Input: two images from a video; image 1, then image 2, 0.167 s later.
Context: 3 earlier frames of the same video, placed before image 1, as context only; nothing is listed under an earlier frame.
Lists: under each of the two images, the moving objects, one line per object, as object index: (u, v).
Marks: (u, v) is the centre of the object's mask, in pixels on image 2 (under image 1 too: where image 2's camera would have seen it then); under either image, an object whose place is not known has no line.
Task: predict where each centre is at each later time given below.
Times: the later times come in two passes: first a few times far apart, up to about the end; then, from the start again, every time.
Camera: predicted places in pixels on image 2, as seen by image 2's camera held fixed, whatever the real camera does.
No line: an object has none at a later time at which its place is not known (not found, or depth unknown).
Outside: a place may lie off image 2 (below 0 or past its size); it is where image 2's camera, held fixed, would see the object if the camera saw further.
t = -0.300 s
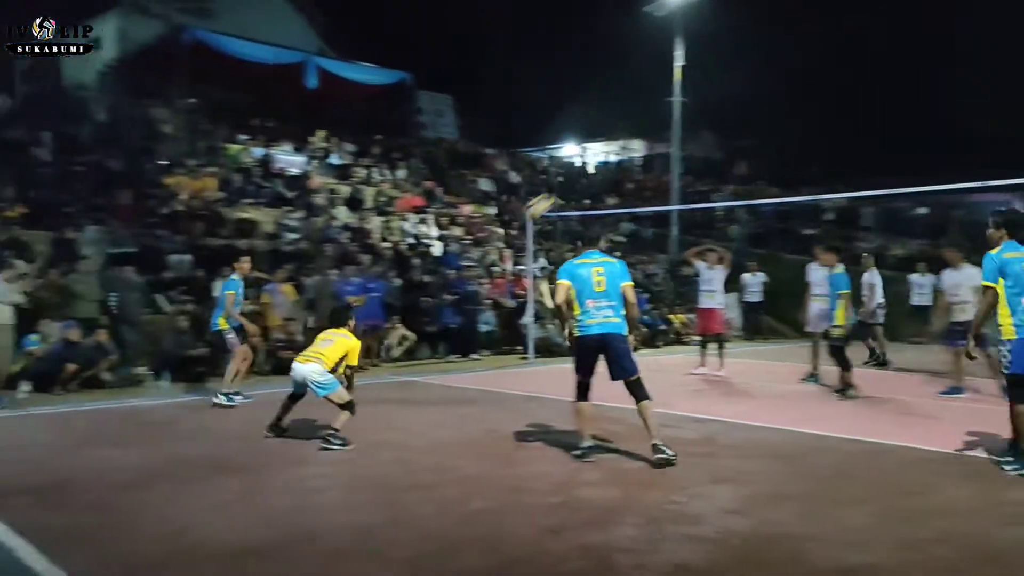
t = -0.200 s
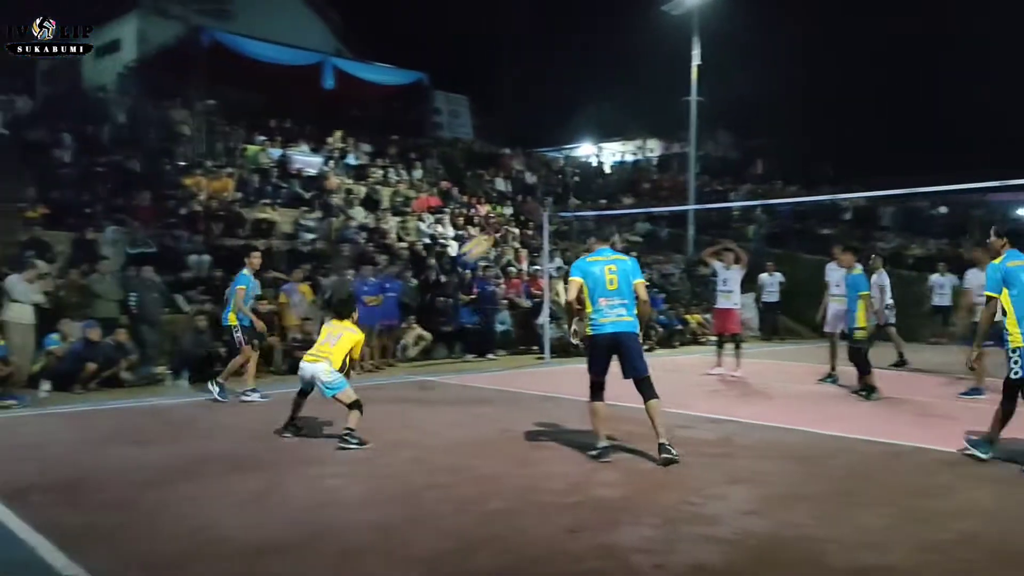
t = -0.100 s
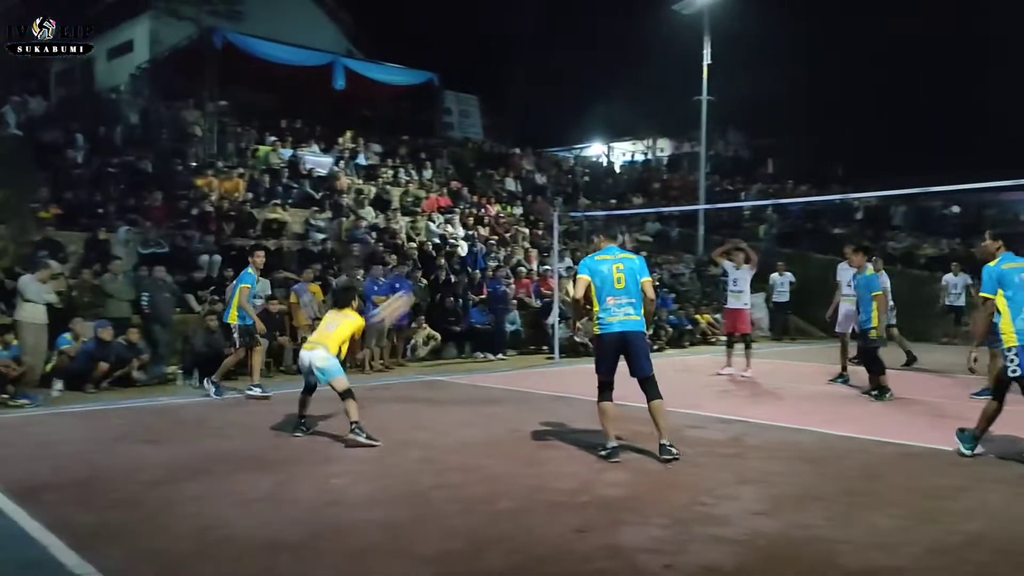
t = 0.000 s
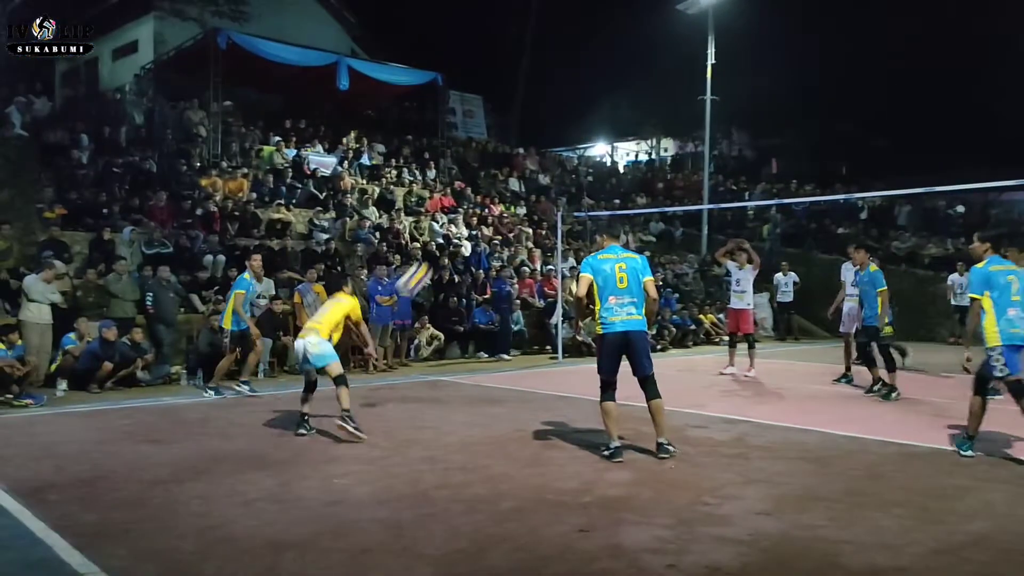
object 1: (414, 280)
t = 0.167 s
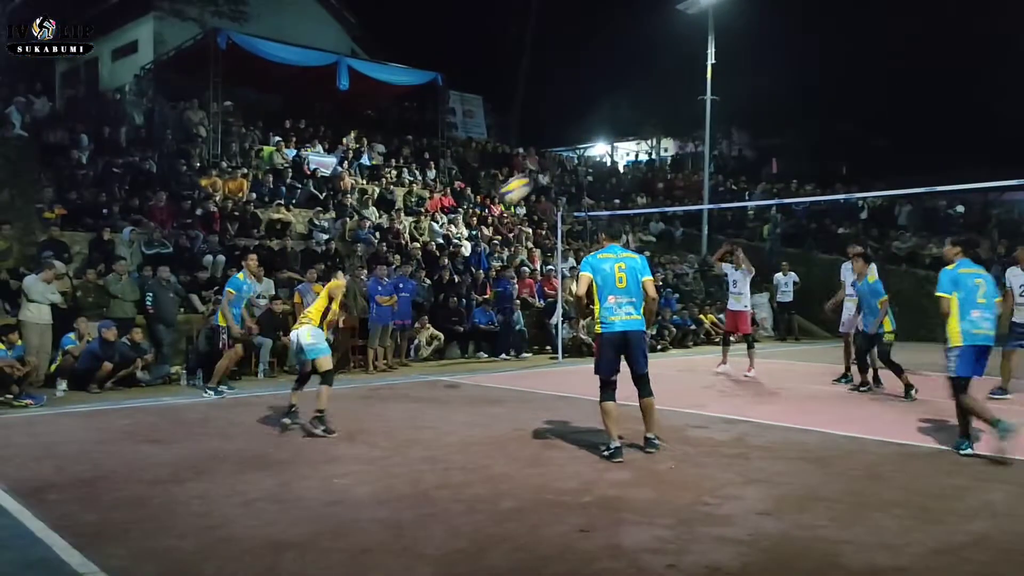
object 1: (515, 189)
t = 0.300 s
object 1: (590, 139)
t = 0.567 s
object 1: (731, 101)
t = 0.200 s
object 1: (536, 175)
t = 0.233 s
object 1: (553, 163)
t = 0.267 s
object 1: (572, 150)
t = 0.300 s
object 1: (590, 139)
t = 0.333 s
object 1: (609, 132)
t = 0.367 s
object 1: (627, 125)
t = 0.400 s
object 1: (646, 118)
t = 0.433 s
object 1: (662, 113)
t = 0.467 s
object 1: (680, 108)
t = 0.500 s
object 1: (696, 105)
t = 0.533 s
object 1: (714, 102)
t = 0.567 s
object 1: (731, 101)
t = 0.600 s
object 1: (746, 102)
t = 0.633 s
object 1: (763, 102)
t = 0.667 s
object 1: (779, 104)
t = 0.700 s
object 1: (795, 107)
